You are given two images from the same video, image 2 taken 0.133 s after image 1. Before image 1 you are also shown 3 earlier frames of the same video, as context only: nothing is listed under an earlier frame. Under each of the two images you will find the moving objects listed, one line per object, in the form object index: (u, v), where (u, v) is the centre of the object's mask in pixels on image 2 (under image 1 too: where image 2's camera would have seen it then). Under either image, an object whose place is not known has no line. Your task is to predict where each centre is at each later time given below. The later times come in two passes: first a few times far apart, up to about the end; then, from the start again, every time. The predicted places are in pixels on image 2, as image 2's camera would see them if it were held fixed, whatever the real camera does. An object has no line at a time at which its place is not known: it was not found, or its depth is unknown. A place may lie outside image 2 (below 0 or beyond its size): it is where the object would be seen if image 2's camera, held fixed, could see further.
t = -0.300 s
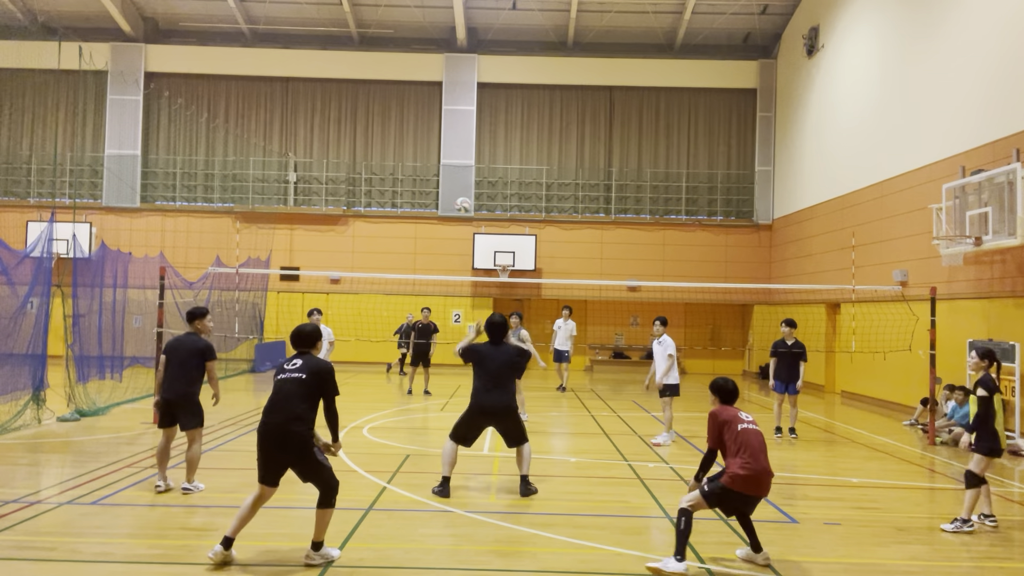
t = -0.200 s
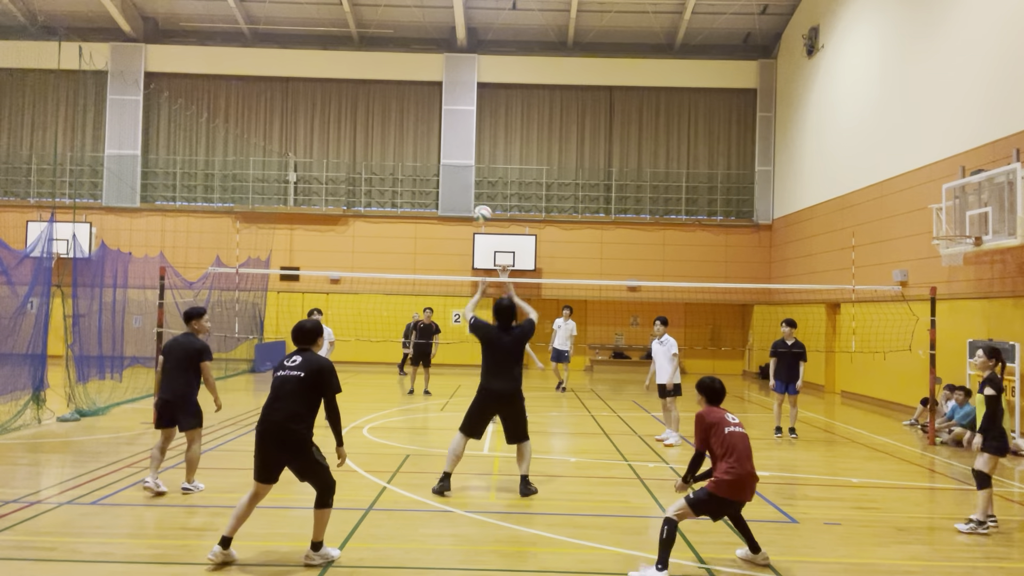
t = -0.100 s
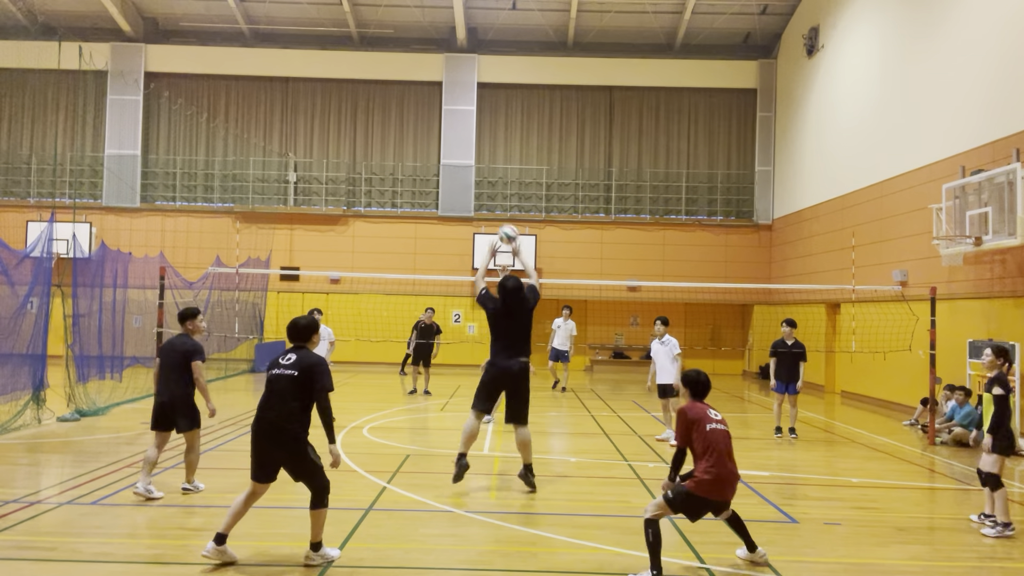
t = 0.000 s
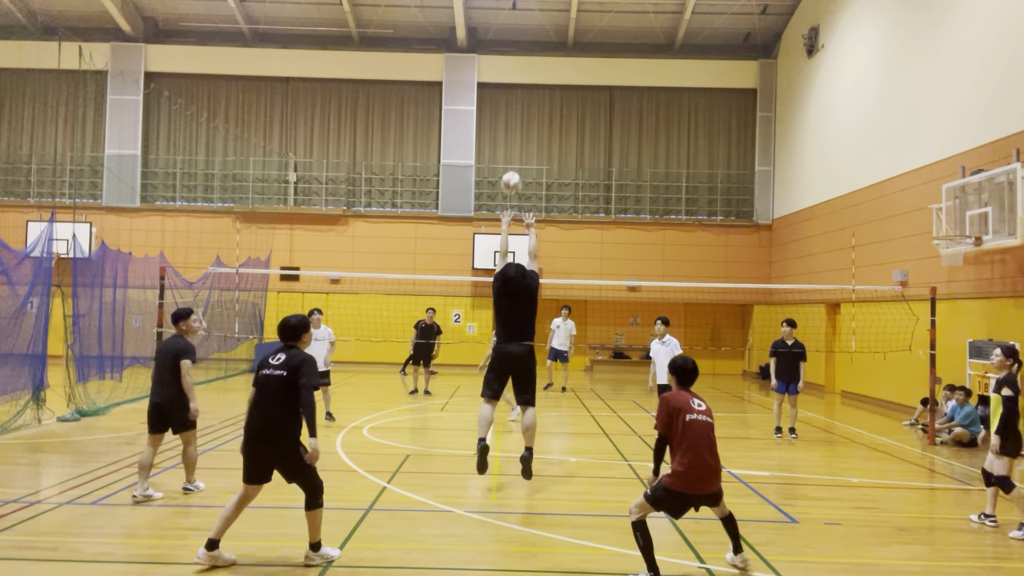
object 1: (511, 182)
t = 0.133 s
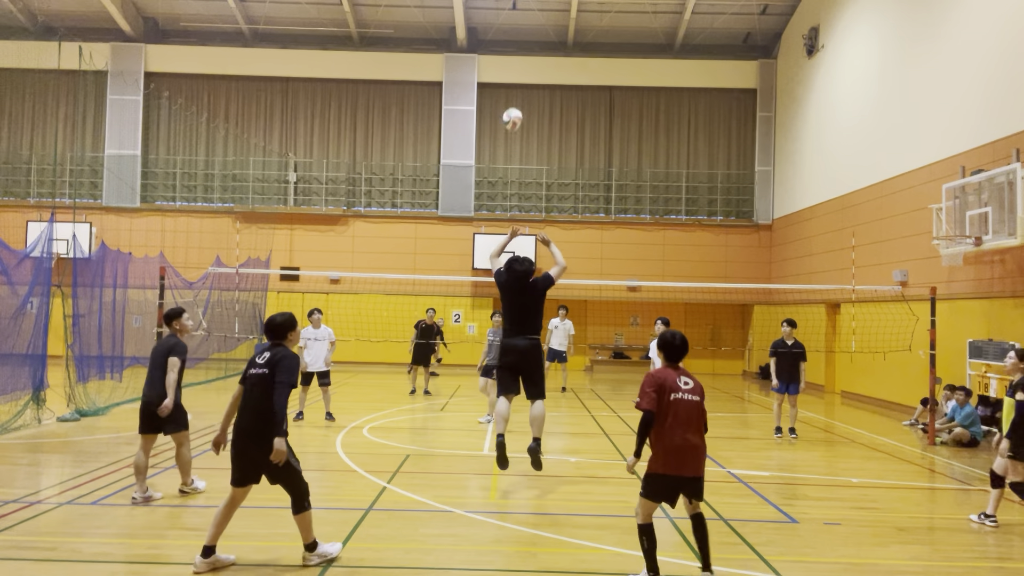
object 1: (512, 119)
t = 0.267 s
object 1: (513, 74)
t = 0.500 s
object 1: (512, 41)
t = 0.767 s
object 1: (508, 60)
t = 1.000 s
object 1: (505, 124)
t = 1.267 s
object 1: (502, 236)
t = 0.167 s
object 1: (513, 105)
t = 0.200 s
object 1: (513, 94)
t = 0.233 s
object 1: (513, 84)
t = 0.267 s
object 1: (513, 74)
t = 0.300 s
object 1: (513, 66)
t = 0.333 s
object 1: (513, 59)
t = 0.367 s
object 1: (513, 52)
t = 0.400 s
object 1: (512, 48)
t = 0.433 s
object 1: (512, 45)
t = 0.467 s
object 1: (512, 42)
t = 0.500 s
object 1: (512, 41)
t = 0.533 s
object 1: (511, 40)
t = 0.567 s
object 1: (511, 40)
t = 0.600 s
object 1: (510, 42)
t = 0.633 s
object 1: (510, 44)
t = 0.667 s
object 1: (510, 47)
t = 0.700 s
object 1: (509, 50)
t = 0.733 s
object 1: (509, 54)
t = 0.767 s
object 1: (508, 60)
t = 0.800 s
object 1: (508, 67)
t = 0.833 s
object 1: (507, 75)
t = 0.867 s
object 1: (507, 83)
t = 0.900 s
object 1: (506, 92)
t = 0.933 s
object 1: (506, 102)
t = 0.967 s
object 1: (506, 112)
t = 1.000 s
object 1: (505, 124)
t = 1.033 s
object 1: (505, 135)
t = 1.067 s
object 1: (504, 147)
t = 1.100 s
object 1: (503, 161)
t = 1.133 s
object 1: (503, 175)
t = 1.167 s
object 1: (503, 189)
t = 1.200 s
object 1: (502, 204)
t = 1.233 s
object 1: (502, 220)
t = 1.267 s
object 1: (502, 236)
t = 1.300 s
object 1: (501, 255)
